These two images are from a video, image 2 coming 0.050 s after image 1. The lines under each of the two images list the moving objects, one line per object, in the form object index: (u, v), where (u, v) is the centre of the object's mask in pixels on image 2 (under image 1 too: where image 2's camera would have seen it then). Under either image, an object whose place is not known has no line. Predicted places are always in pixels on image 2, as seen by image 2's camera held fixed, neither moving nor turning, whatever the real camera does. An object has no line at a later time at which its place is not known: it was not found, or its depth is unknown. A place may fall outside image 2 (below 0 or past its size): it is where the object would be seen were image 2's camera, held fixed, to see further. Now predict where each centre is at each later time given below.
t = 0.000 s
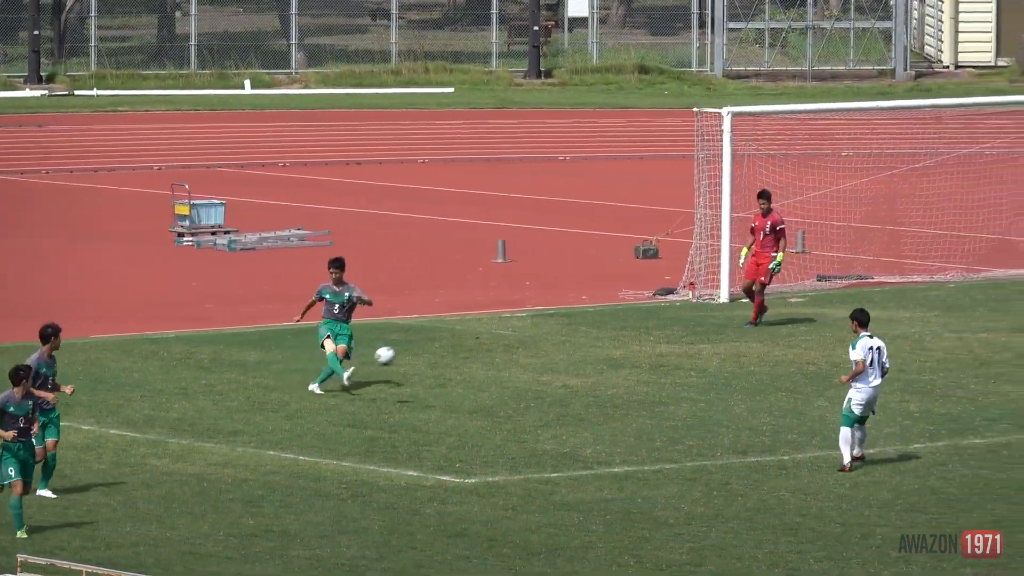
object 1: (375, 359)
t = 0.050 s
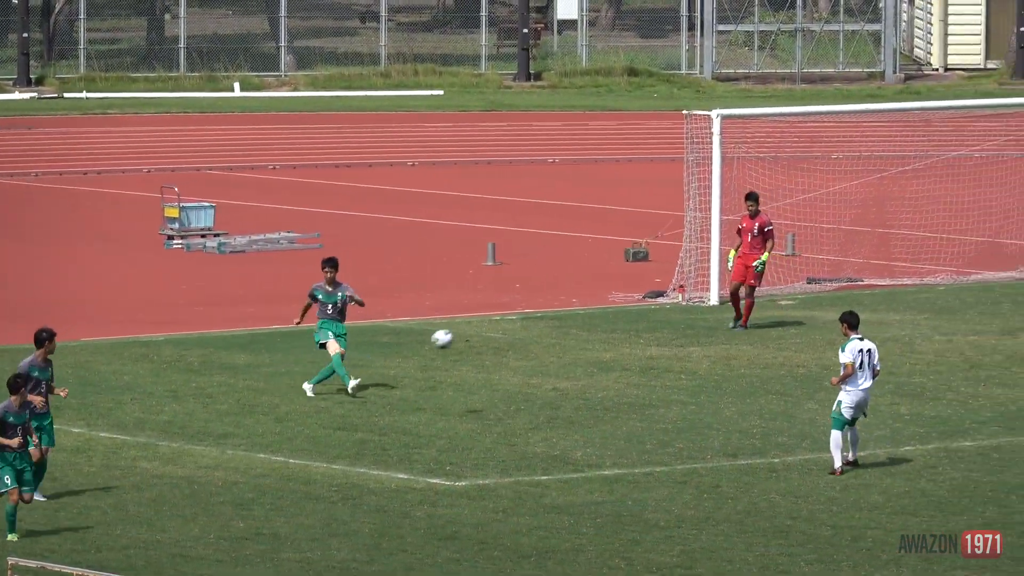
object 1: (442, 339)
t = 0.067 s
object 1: (464, 332)
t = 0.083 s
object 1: (486, 326)
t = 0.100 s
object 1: (508, 321)
